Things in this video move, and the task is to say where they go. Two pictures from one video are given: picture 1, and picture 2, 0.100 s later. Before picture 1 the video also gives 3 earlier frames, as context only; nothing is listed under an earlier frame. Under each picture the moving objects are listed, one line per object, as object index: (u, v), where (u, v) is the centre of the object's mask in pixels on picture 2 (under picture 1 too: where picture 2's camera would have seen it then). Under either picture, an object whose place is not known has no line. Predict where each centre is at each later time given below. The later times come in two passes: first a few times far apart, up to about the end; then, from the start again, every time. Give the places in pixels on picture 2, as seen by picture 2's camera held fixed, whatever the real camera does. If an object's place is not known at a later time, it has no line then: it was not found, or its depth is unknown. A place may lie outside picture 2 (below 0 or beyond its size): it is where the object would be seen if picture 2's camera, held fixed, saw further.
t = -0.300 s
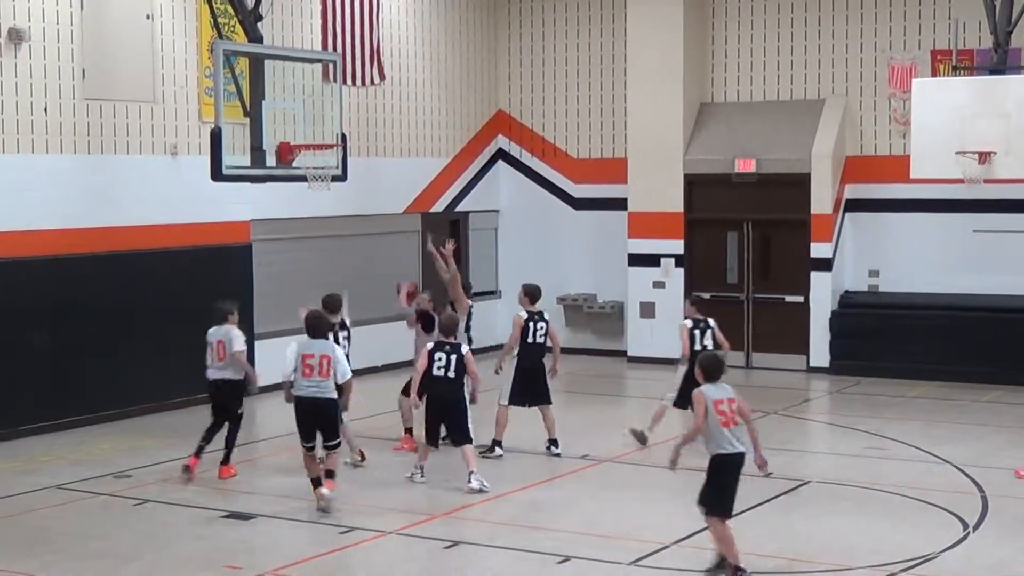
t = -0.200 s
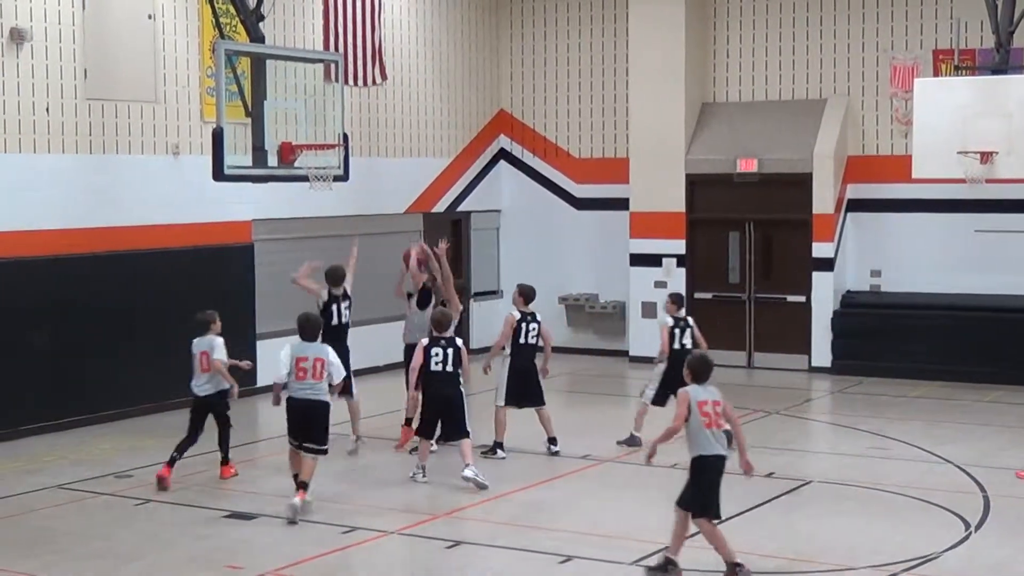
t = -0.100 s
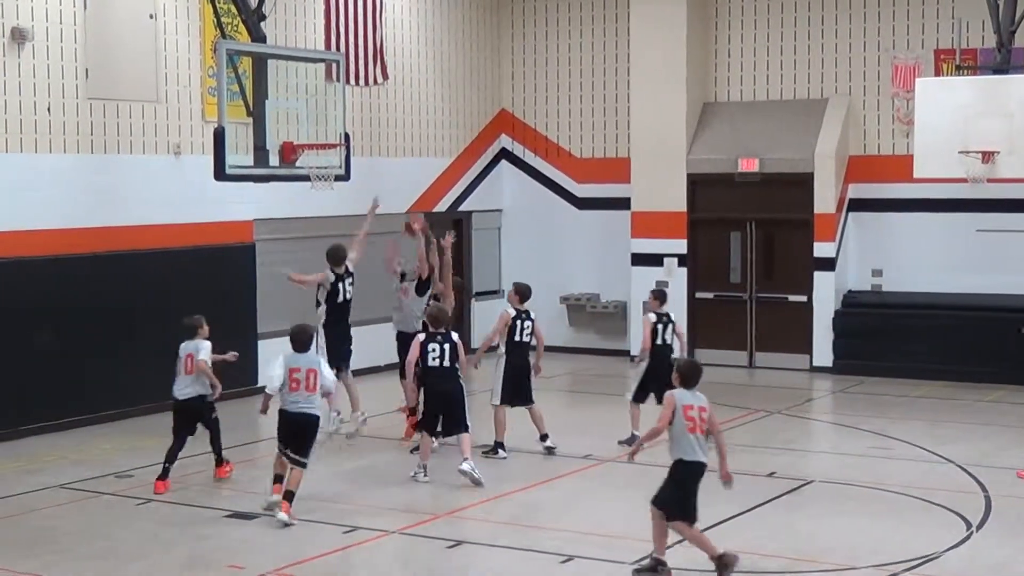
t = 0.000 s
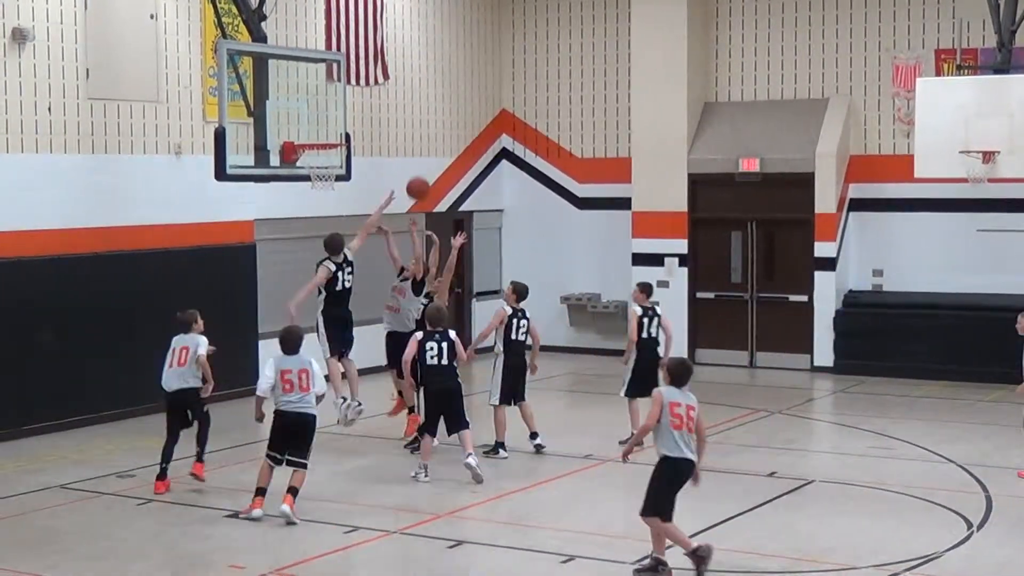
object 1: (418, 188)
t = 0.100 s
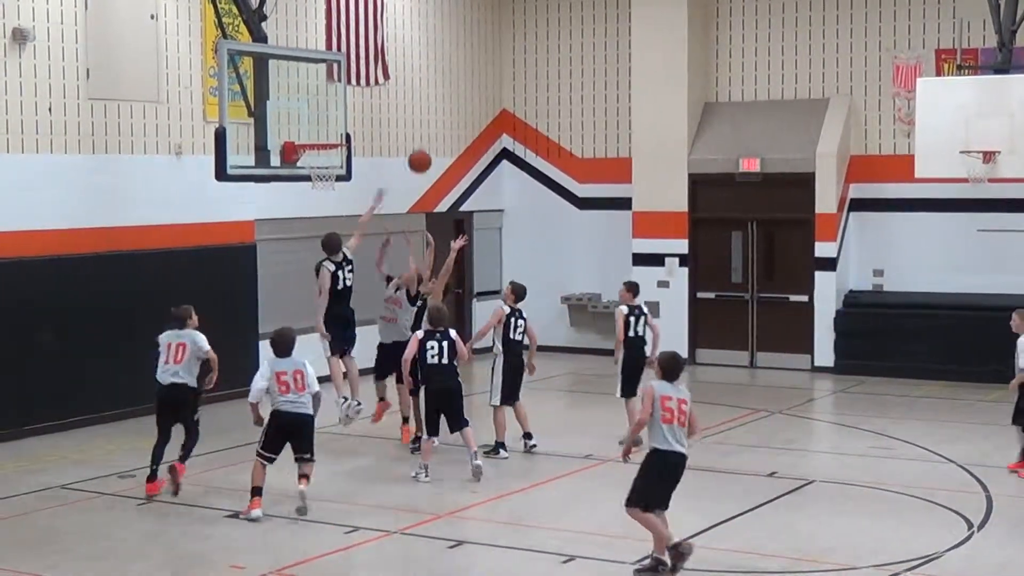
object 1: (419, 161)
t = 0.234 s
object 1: (421, 139)
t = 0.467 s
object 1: (425, 143)
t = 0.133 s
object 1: (420, 154)
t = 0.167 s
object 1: (420, 148)
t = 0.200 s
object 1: (421, 143)
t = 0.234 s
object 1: (421, 139)
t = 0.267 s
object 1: (422, 136)
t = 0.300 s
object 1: (423, 135)
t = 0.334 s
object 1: (423, 134)
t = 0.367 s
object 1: (424, 135)
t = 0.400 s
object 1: (424, 136)
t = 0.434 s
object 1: (425, 139)
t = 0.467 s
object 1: (425, 143)
